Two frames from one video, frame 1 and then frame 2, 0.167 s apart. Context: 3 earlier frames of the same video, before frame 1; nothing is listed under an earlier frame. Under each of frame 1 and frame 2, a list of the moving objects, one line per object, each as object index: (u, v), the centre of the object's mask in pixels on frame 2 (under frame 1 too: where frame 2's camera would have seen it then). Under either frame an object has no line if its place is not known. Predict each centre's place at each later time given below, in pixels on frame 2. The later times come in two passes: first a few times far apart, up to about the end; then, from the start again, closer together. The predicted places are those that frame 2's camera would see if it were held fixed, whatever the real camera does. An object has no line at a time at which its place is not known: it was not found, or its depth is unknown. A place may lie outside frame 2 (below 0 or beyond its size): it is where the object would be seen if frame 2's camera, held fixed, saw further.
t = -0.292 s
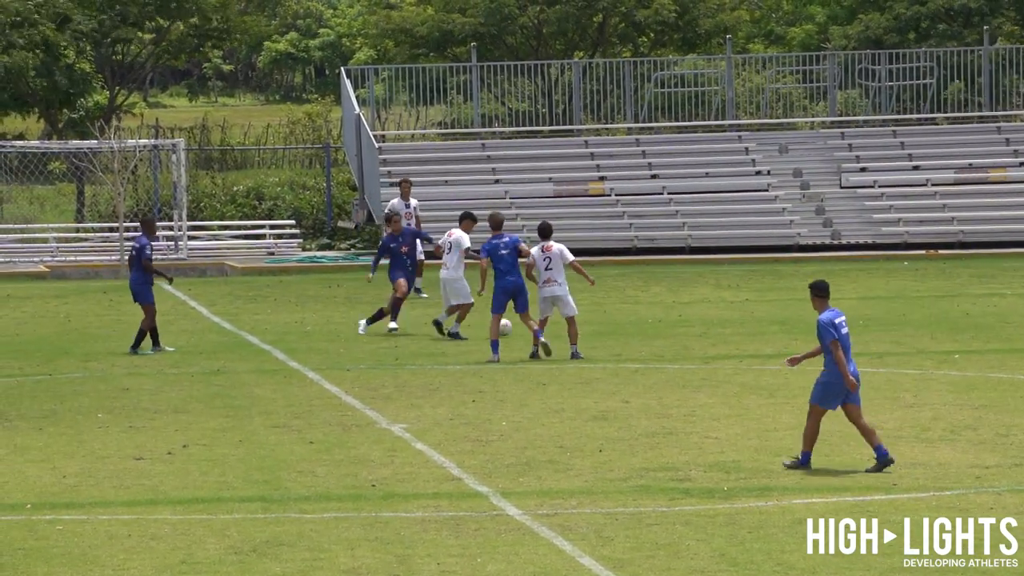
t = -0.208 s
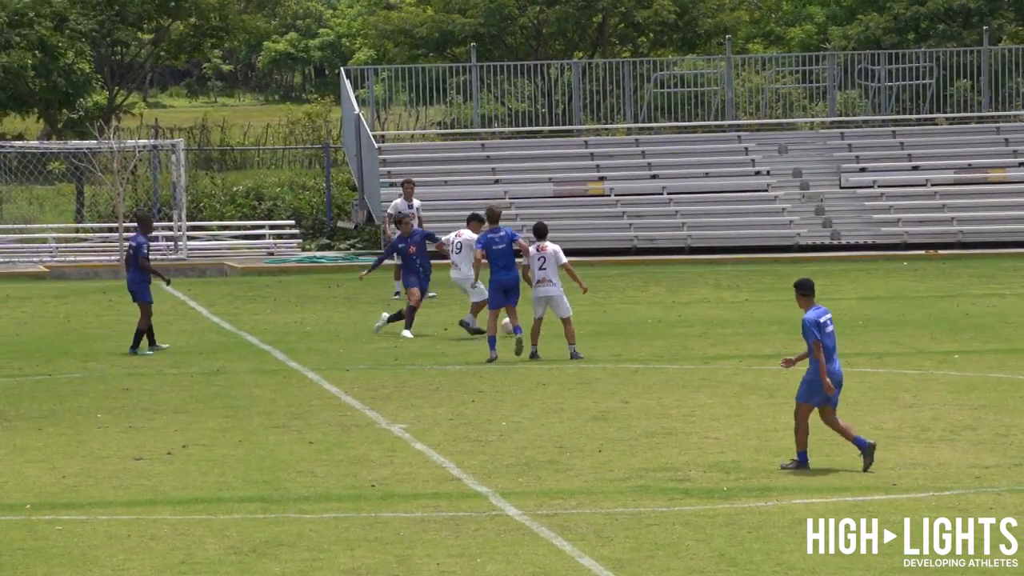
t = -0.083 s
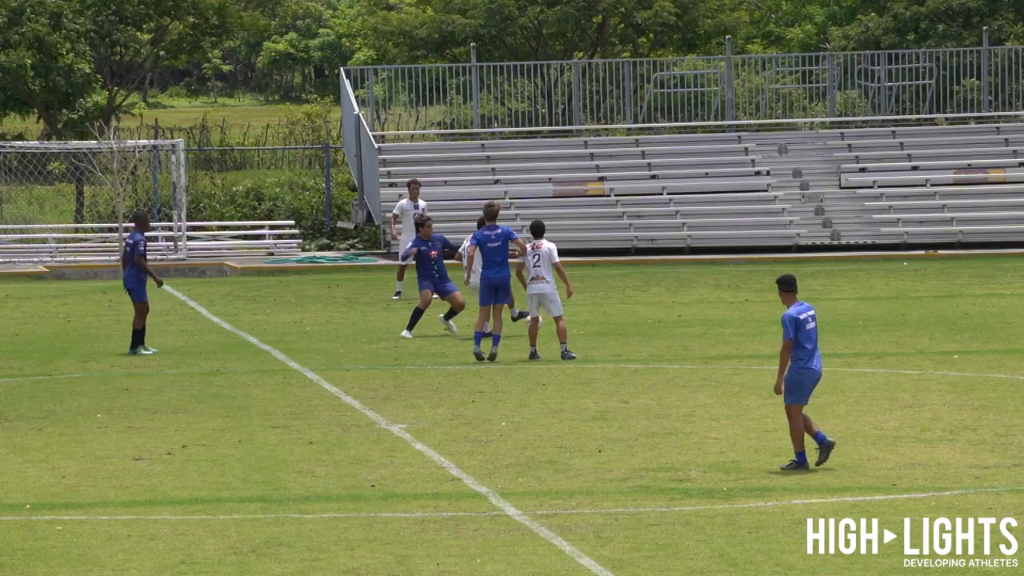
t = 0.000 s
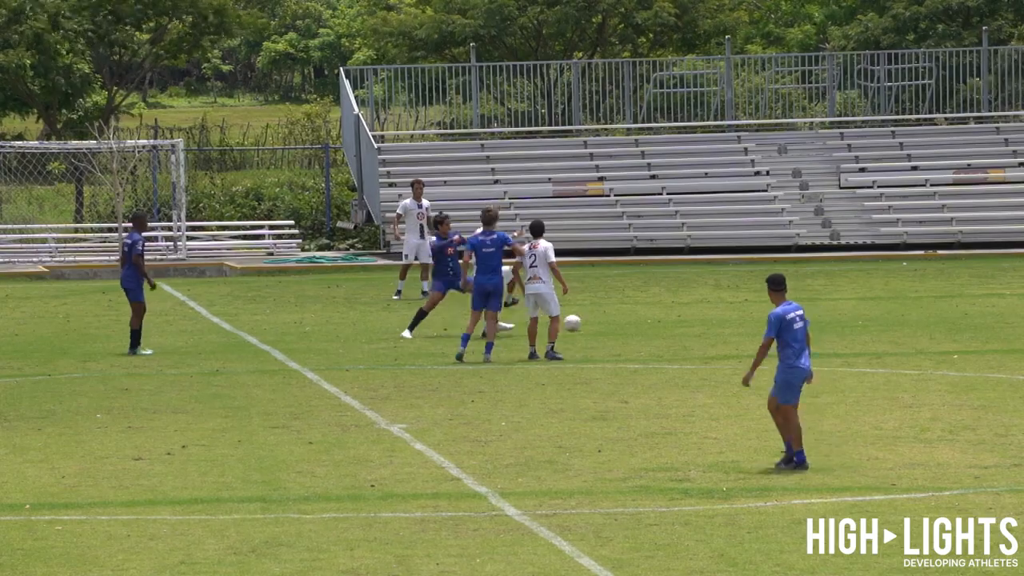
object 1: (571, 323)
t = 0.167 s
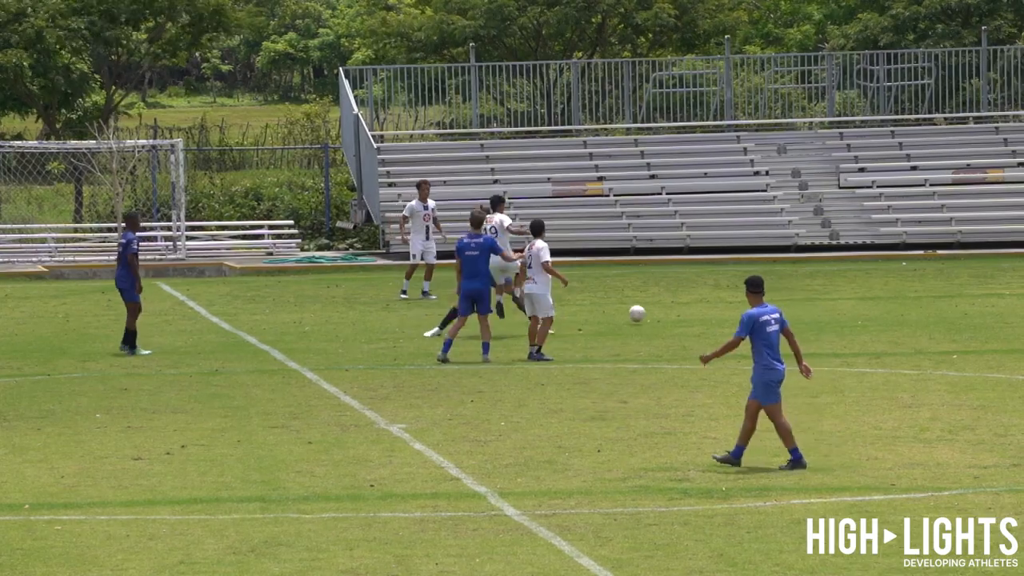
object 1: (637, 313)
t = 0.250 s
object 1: (667, 314)
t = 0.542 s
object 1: (752, 304)
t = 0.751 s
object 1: (800, 301)
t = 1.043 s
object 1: (861, 293)
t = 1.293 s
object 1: (910, 289)
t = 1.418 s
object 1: (932, 285)
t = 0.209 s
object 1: (652, 314)
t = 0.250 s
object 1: (667, 314)
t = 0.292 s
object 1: (680, 310)
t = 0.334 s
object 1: (693, 307)
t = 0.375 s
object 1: (705, 306)
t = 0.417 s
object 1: (715, 303)
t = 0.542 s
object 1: (752, 304)
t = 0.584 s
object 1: (762, 302)
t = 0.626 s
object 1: (771, 300)
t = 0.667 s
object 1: (781, 301)
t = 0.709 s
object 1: (791, 302)
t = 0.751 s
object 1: (800, 301)
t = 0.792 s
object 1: (809, 296)
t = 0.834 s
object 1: (818, 293)
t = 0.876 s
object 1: (827, 292)
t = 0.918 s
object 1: (835, 292)
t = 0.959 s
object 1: (844, 293)
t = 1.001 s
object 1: (853, 295)
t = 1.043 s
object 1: (861, 293)
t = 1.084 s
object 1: (870, 289)
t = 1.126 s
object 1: (878, 287)
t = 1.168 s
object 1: (886, 286)
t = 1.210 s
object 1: (894, 285)
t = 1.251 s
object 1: (902, 287)
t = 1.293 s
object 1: (910, 289)
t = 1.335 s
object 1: (917, 287)
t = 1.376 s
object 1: (925, 285)
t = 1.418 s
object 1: (932, 285)
